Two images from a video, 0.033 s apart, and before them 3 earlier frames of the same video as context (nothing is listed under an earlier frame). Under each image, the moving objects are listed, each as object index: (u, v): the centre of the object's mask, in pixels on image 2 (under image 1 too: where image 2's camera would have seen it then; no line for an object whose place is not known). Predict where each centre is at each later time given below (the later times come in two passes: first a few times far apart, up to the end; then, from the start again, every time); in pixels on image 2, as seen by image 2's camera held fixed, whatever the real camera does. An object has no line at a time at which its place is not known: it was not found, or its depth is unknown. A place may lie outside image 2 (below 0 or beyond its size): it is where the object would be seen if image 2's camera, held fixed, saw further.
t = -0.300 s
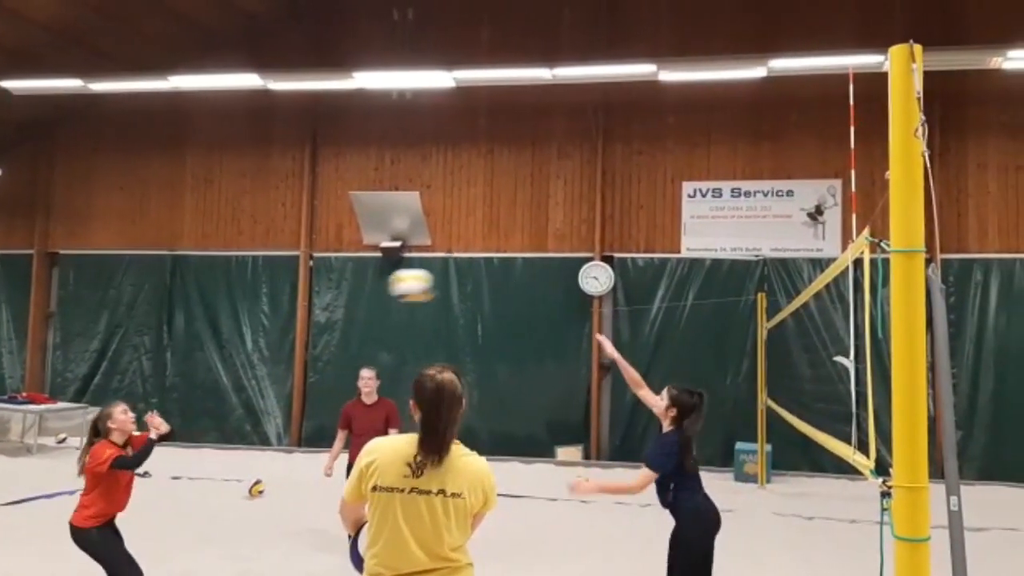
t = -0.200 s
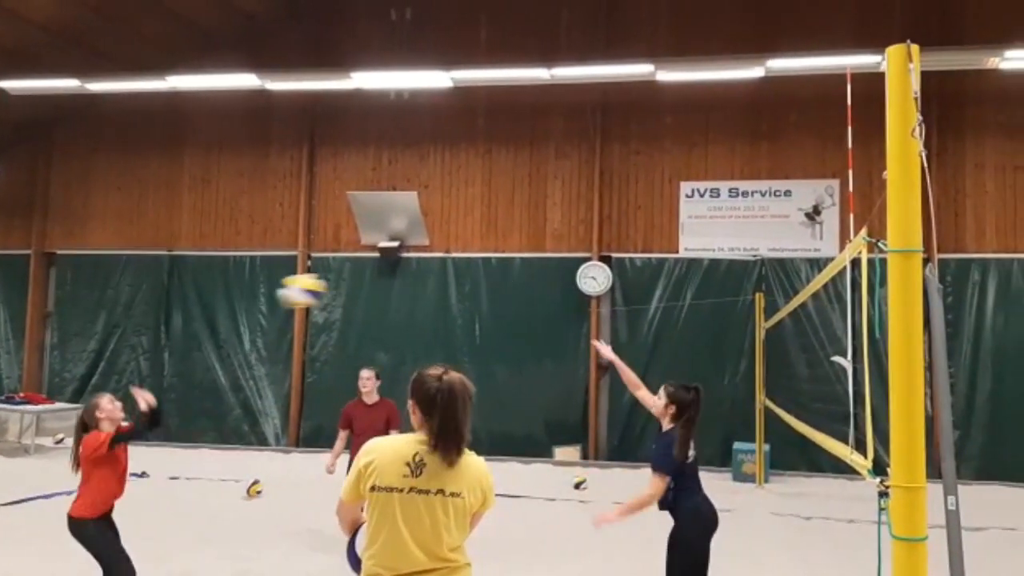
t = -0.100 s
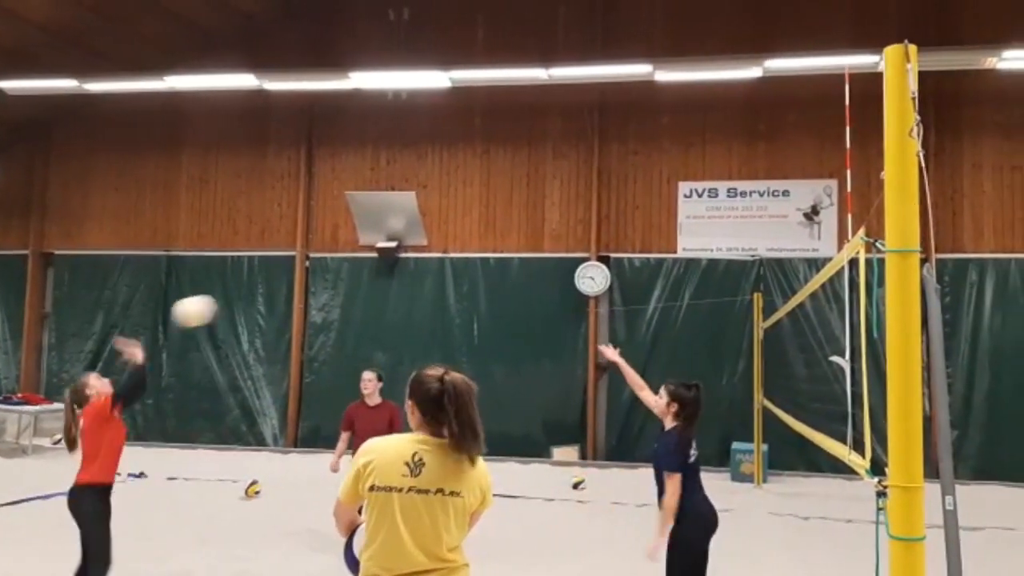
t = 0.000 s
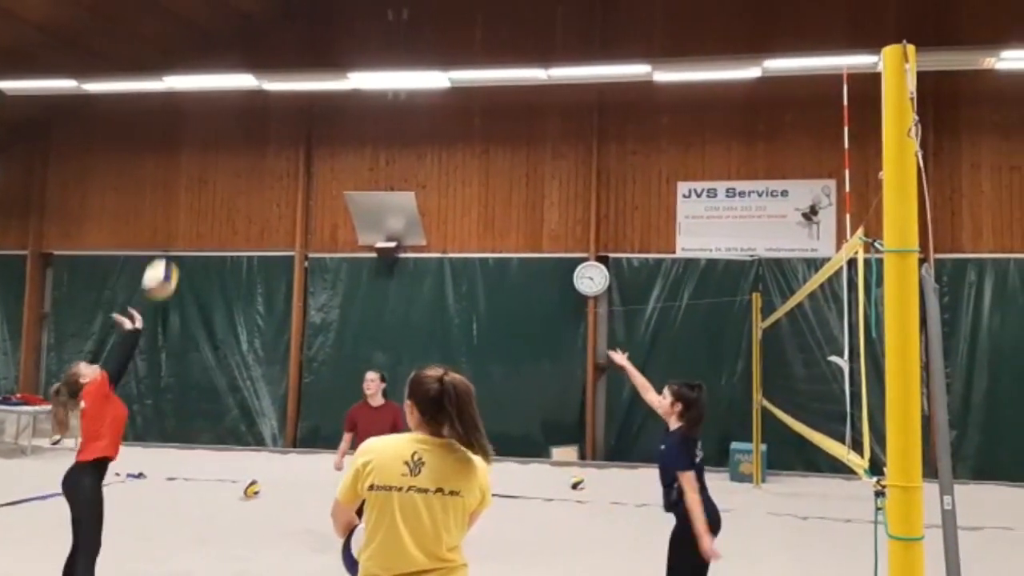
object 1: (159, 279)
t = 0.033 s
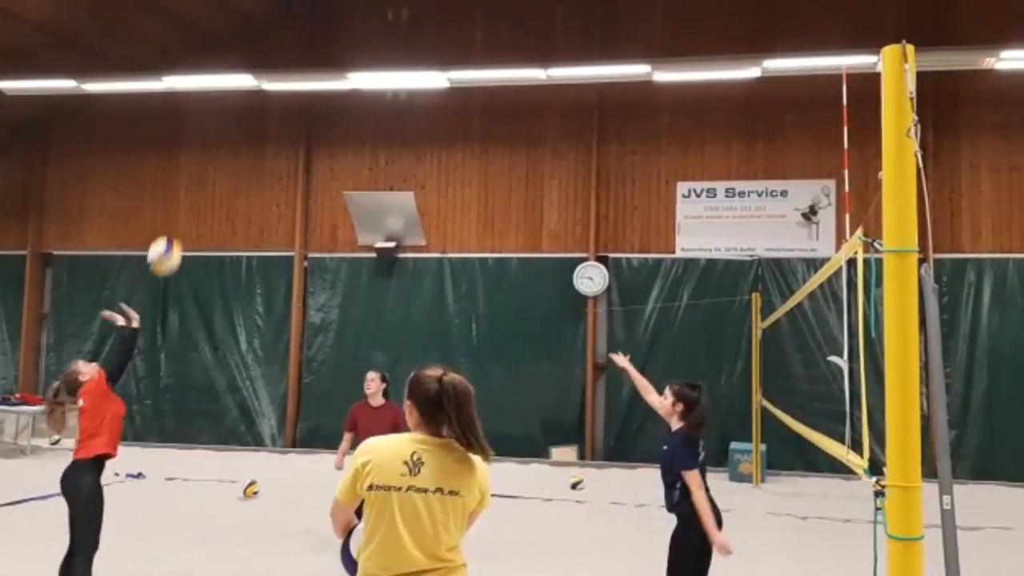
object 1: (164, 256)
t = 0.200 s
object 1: (188, 168)
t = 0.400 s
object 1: (213, 120)
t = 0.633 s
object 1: (236, 129)
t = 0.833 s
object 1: (251, 188)
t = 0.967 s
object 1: (258, 252)
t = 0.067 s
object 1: (169, 233)
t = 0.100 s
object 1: (175, 216)
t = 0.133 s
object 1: (180, 198)
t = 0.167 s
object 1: (183, 182)
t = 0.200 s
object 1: (188, 168)
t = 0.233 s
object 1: (193, 156)
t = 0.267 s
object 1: (198, 146)
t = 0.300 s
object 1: (201, 137)
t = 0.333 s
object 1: (205, 130)
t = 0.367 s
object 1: (209, 124)
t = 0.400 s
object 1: (213, 120)
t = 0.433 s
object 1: (216, 117)
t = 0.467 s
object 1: (220, 116)
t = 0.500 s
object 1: (223, 116)
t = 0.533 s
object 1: (226, 116)
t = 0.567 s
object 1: (230, 120)
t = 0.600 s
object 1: (233, 124)
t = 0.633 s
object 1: (236, 129)
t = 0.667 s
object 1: (238, 135)
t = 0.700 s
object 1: (240, 143)
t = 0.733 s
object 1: (244, 153)
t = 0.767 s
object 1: (247, 164)
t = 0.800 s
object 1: (248, 175)
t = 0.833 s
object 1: (251, 188)
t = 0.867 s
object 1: (253, 203)
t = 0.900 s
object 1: (255, 217)
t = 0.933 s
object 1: (256, 232)
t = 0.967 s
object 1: (258, 252)
